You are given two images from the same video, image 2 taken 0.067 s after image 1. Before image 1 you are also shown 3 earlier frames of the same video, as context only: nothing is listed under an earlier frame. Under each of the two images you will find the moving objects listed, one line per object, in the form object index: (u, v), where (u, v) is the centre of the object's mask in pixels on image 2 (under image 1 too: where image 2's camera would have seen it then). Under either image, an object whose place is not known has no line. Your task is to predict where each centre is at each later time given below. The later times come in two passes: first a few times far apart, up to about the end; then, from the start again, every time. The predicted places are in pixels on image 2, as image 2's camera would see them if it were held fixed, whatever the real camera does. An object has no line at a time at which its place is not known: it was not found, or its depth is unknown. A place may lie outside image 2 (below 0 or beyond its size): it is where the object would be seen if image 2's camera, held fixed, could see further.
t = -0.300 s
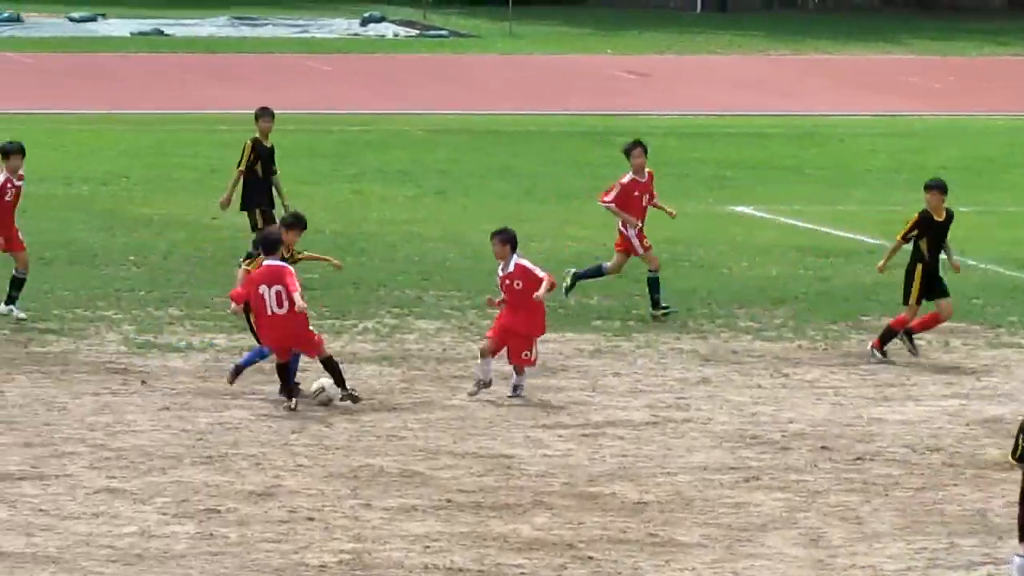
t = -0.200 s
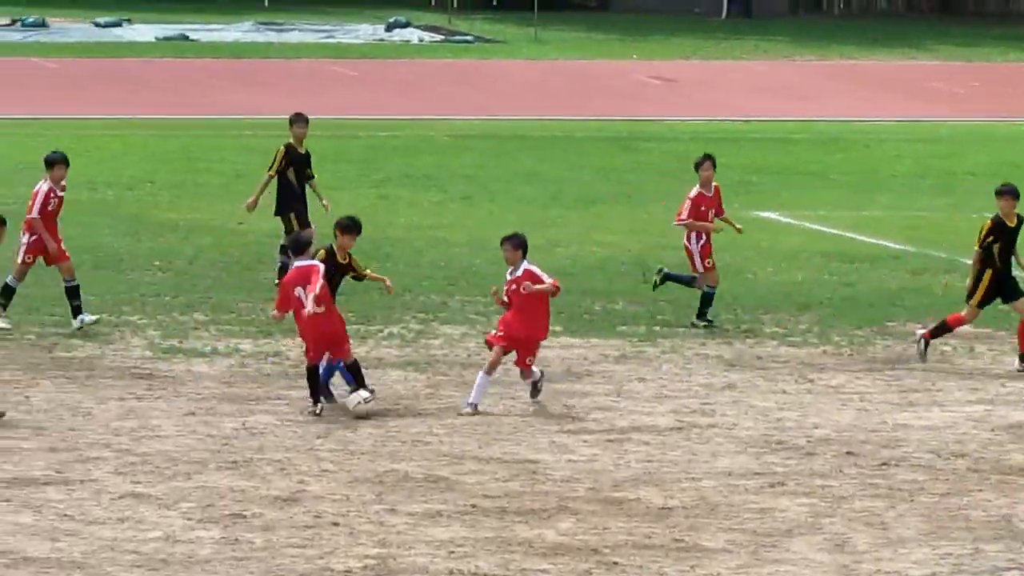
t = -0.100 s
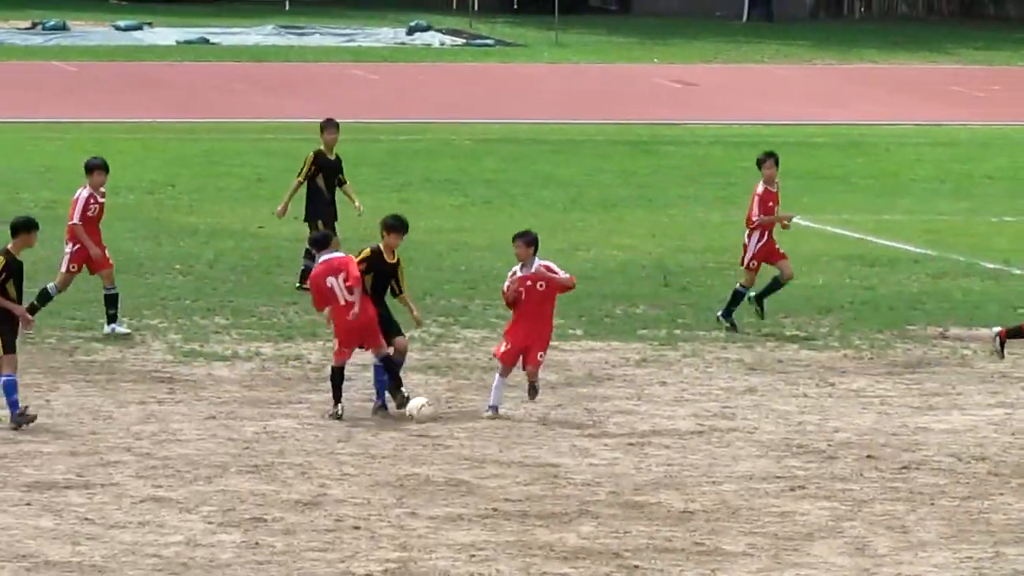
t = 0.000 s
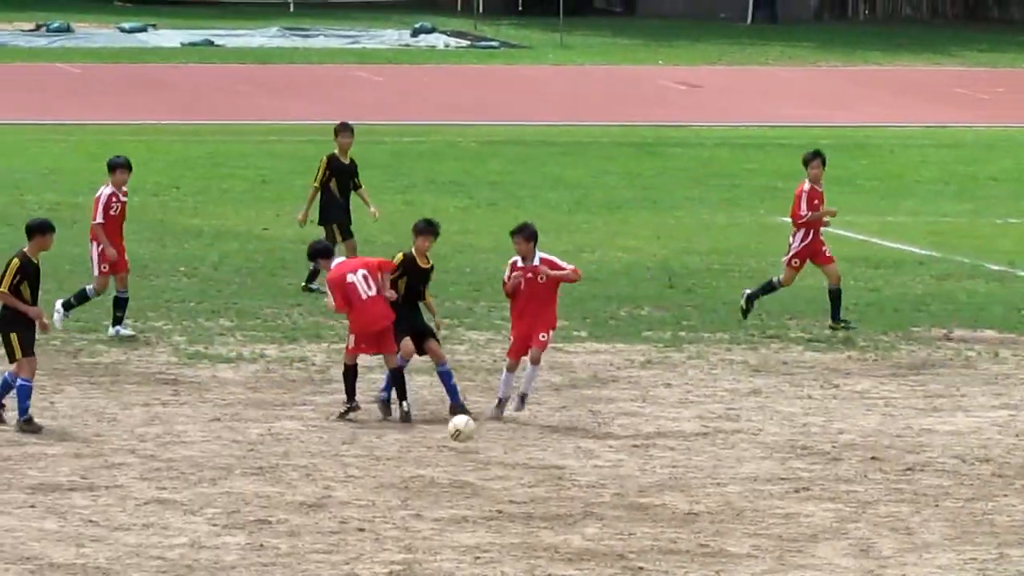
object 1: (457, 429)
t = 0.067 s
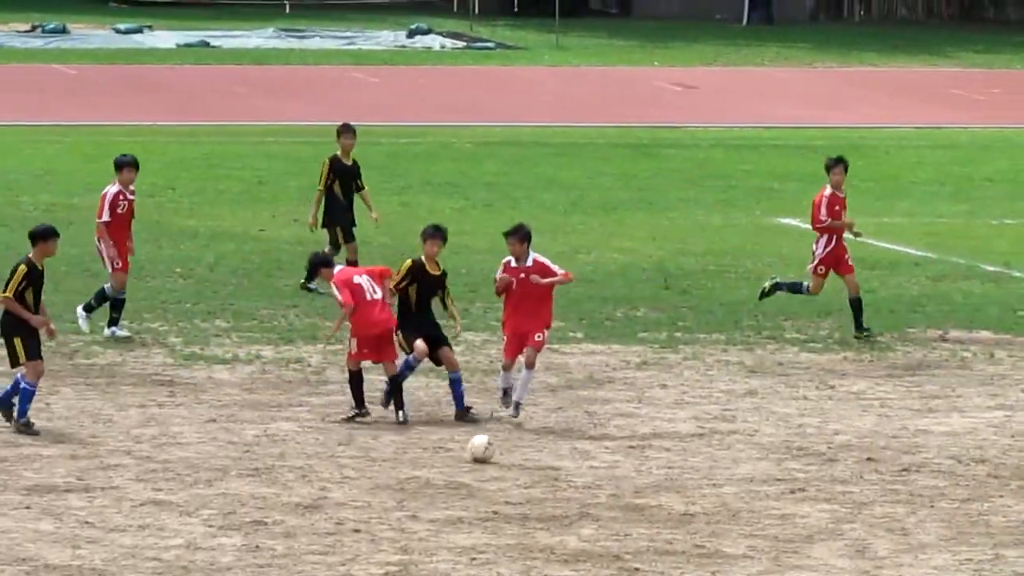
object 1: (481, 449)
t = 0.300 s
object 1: (547, 468)
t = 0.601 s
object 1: (624, 506)
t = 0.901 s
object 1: (706, 534)
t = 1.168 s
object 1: (774, 575)
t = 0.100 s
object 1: (491, 449)
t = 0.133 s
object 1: (501, 448)
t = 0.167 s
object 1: (511, 448)
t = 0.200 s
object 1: (520, 451)
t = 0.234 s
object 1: (529, 455)
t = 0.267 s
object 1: (538, 460)
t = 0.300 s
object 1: (547, 468)
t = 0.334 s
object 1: (556, 477)
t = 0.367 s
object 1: (565, 484)
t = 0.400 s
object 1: (573, 483)
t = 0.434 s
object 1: (582, 482)
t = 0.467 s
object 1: (591, 484)
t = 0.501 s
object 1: (599, 486)
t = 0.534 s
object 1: (608, 491)
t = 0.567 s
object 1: (616, 499)
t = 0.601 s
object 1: (624, 506)
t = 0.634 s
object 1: (633, 514)
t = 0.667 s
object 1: (642, 511)
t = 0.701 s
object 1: (650, 509)
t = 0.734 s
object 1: (660, 510)
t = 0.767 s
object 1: (668, 511)
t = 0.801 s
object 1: (678, 514)
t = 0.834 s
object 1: (687, 519)
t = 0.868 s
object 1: (696, 525)
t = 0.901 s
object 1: (706, 534)
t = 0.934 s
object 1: (714, 543)
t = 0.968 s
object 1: (722, 555)
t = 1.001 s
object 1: (731, 558)
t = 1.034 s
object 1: (740, 557)
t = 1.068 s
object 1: (749, 559)
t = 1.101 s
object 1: (756, 563)
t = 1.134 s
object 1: (765, 567)
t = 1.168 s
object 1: (774, 575)
